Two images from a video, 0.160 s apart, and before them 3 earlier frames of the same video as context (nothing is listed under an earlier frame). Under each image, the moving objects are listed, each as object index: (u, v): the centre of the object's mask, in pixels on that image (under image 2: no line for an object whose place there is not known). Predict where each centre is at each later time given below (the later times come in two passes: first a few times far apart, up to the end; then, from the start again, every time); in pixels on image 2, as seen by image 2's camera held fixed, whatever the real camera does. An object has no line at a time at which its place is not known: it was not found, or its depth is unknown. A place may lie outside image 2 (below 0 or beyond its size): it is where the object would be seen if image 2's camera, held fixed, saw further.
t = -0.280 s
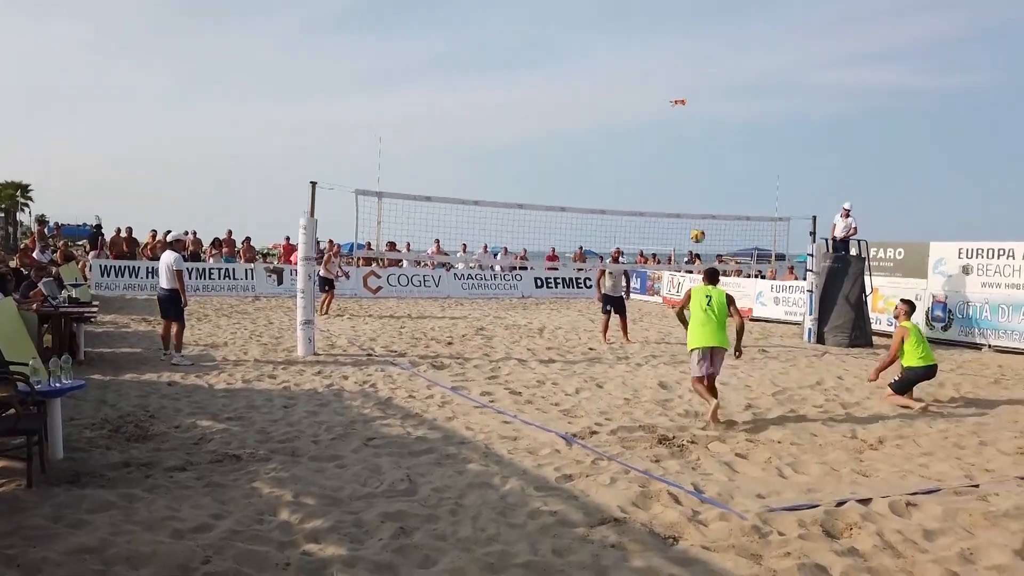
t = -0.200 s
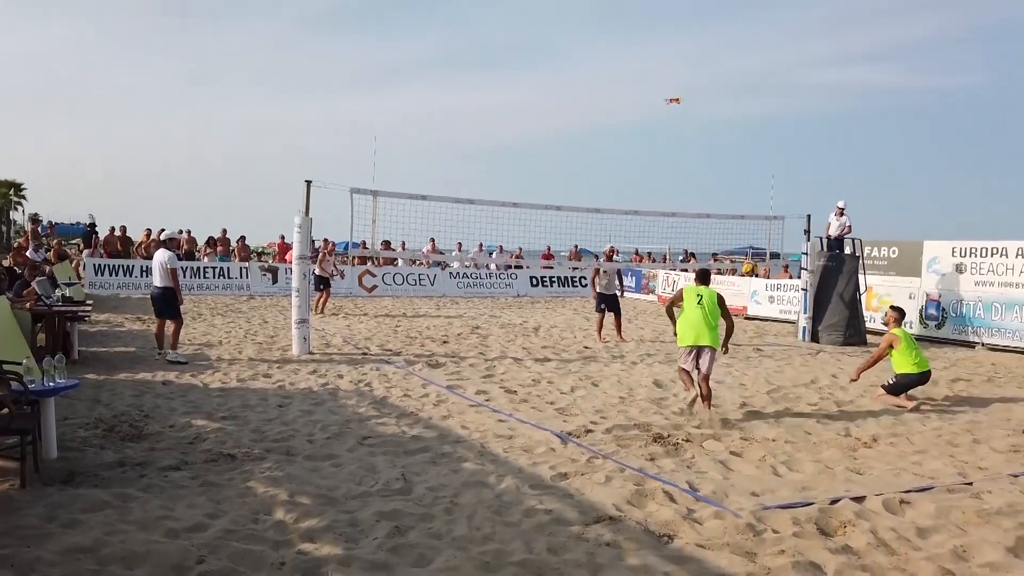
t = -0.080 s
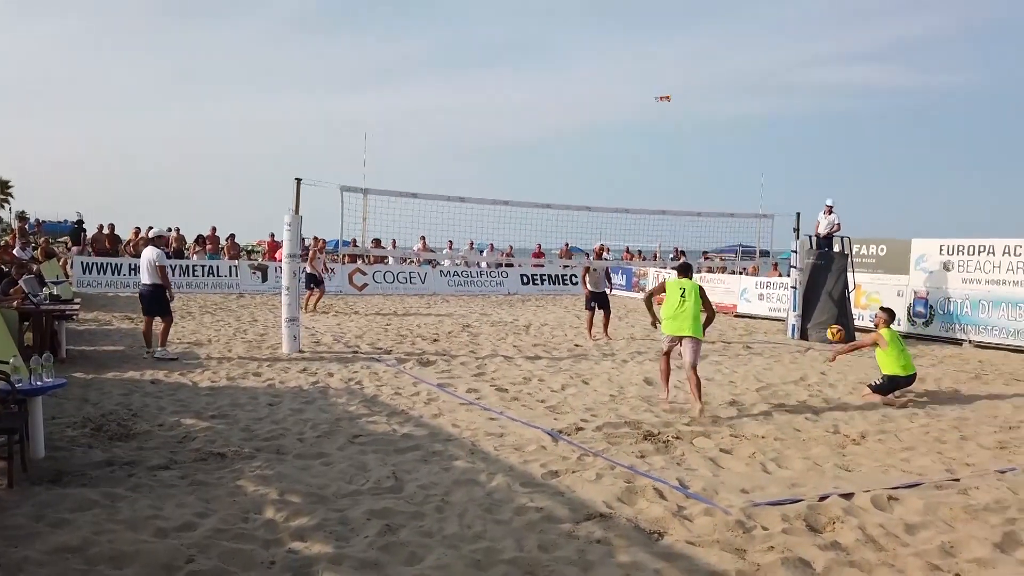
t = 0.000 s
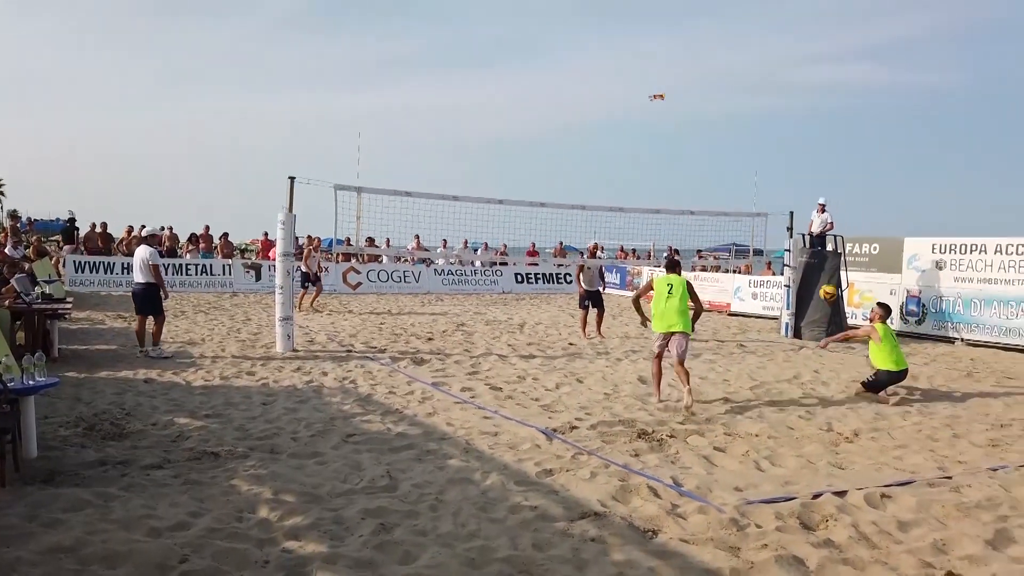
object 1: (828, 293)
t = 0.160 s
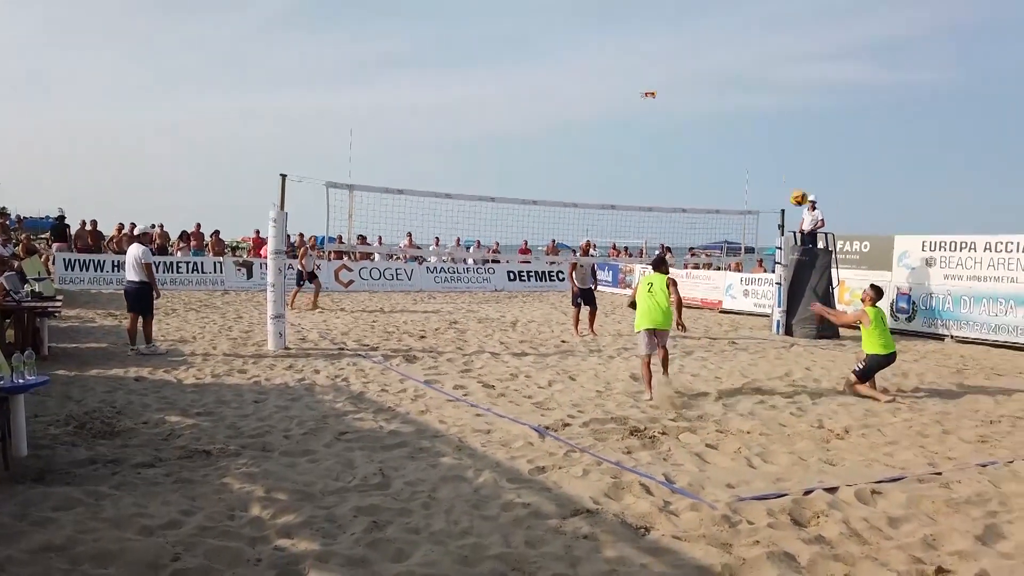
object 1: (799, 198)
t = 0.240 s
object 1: (789, 161)
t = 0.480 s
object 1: (759, 82)
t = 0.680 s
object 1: (735, 52)
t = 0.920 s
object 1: (706, 56)
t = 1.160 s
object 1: (676, 100)
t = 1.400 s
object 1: (645, 177)
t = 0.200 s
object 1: (793, 179)
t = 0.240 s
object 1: (789, 161)
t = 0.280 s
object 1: (784, 145)
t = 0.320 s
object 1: (779, 129)
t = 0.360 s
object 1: (774, 115)
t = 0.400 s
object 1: (769, 103)
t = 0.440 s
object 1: (764, 92)
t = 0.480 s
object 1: (759, 82)
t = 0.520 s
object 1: (755, 74)
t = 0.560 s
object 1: (750, 66)
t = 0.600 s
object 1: (745, 60)
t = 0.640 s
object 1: (740, 56)
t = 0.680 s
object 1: (735, 52)
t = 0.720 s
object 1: (730, 50)
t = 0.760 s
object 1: (726, 49)
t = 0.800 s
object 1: (720, 49)
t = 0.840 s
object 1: (716, 50)
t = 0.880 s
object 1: (710, 52)
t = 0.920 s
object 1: (706, 56)
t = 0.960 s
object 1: (701, 60)
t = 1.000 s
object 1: (696, 66)
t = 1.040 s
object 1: (691, 73)
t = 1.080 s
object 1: (686, 81)
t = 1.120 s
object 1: (681, 90)
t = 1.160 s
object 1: (676, 100)
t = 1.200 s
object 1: (671, 110)
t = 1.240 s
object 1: (666, 122)
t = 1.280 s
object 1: (661, 134)
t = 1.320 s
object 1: (656, 148)
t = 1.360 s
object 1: (650, 162)
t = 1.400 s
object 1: (645, 177)
